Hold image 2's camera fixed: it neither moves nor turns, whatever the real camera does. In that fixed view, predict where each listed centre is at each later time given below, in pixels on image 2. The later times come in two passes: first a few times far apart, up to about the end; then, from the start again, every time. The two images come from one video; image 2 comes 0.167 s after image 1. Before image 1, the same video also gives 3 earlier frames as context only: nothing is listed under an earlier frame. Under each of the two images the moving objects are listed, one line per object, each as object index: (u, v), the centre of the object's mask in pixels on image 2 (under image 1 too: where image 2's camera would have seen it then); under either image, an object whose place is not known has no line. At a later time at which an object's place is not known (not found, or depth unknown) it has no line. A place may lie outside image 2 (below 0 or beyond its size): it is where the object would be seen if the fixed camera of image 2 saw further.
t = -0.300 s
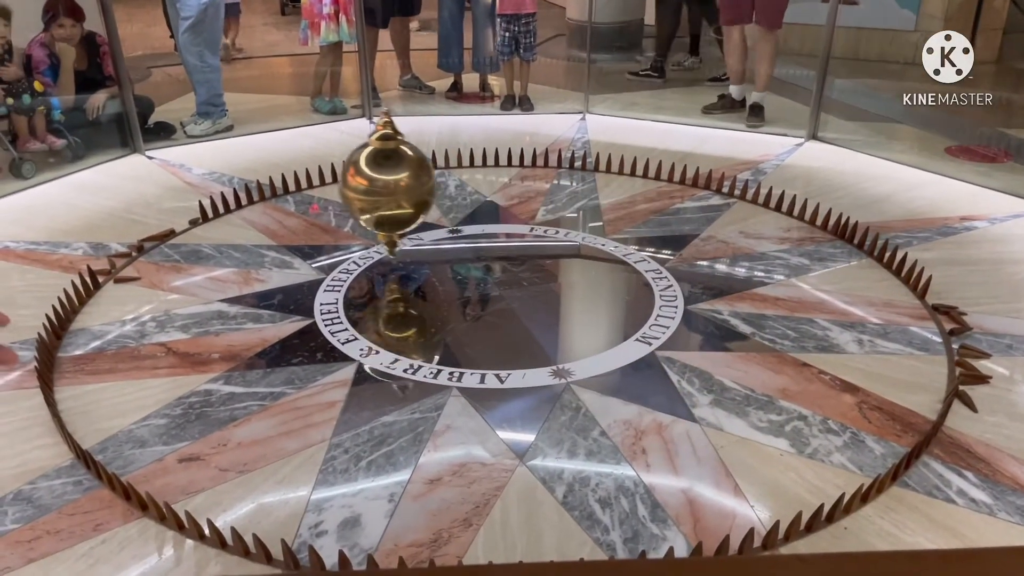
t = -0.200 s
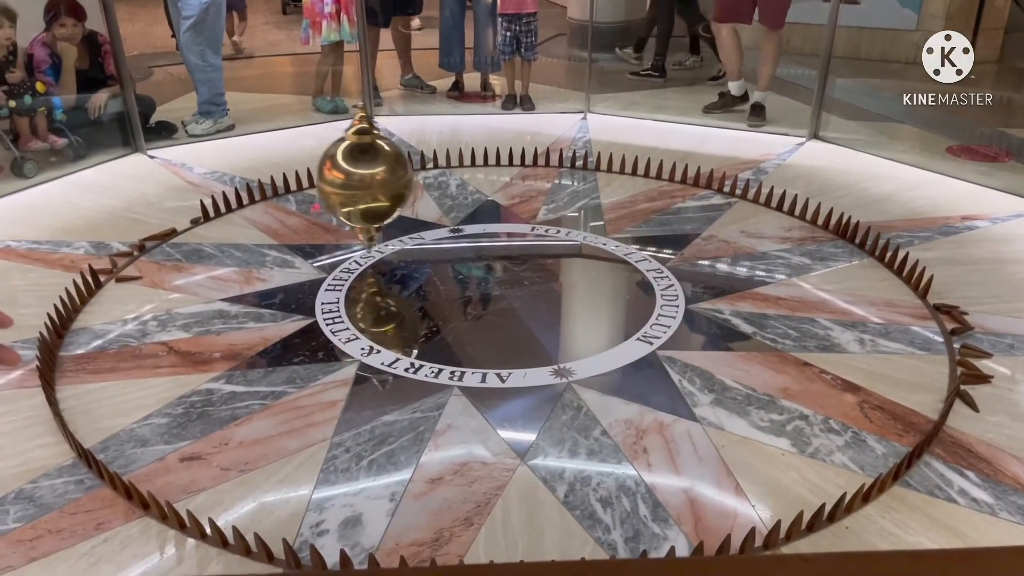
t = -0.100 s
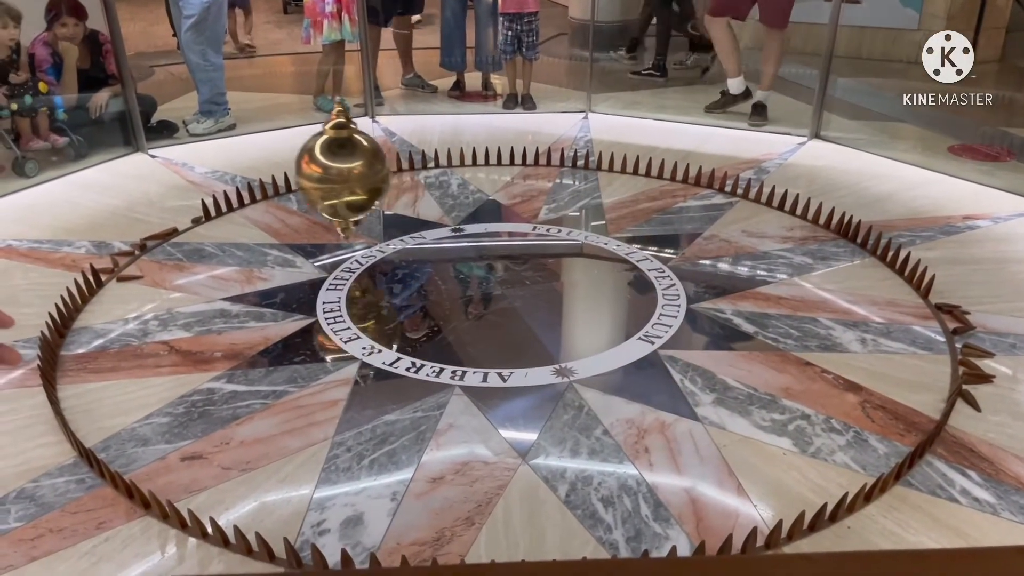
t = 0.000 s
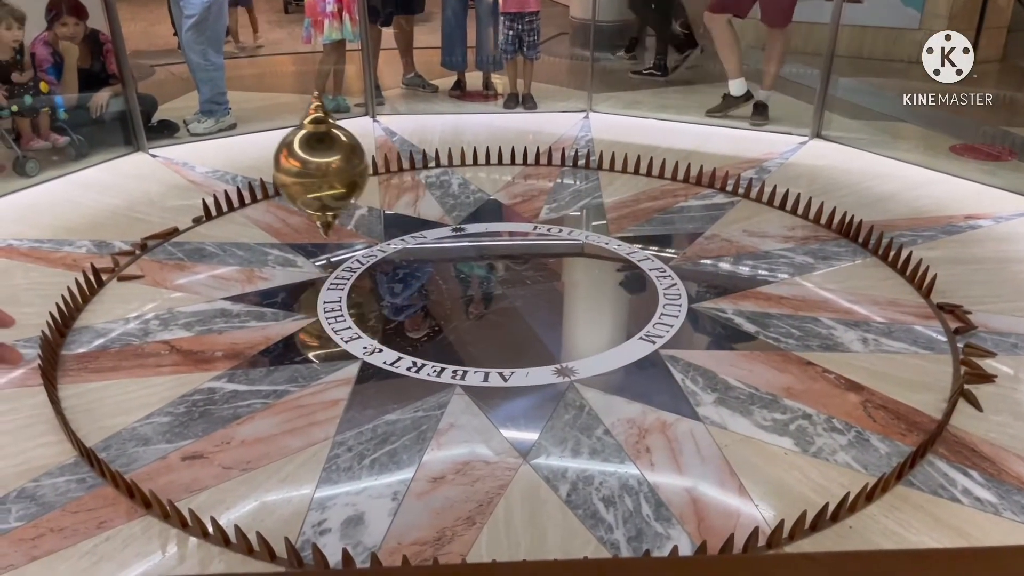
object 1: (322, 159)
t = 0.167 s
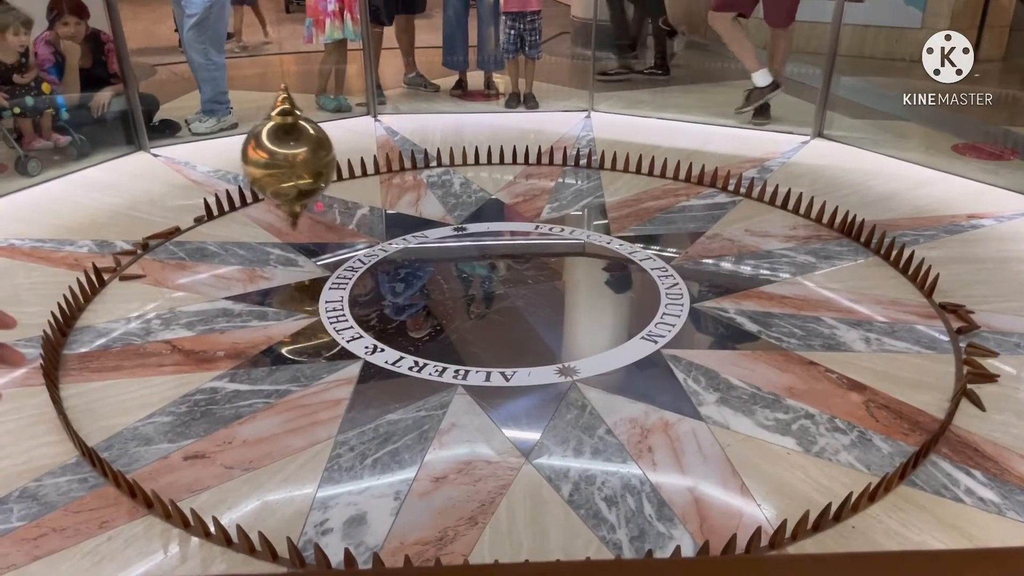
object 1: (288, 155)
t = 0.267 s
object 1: (269, 151)
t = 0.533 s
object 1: (226, 140)
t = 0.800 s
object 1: (193, 132)
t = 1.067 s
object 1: (171, 126)
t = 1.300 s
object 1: (160, 124)
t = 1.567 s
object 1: (159, 127)
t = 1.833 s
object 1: (168, 130)
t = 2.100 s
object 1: (188, 135)
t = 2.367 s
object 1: (218, 142)
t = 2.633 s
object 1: (259, 154)
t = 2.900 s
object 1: (310, 166)
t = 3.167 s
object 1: (369, 179)
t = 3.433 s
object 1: (438, 191)
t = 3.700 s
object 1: (515, 197)
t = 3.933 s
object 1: (589, 211)
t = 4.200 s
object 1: (677, 224)
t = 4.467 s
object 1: (765, 238)
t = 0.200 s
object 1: (281, 154)
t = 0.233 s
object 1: (275, 152)
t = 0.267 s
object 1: (269, 151)
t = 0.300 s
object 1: (263, 149)
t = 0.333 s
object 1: (258, 148)
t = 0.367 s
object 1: (251, 147)
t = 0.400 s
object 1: (246, 145)
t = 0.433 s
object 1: (241, 145)
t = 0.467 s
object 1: (235, 143)
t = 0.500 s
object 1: (230, 142)
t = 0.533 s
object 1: (226, 140)
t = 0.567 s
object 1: (221, 140)
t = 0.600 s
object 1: (216, 138)
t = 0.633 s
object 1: (212, 137)
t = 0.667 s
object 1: (208, 136)
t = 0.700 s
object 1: (204, 135)
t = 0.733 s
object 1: (200, 134)
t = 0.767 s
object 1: (196, 133)
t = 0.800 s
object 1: (193, 132)
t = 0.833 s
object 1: (189, 131)
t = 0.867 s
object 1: (186, 130)
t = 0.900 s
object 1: (183, 130)
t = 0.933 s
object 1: (181, 130)
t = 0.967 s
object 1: (178, 128)
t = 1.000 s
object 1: (175, 128)
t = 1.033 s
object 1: (173, 127)
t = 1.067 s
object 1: (171, 126)
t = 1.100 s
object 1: (169, 126)
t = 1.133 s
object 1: (167, 125)
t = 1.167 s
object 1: (165, 125)
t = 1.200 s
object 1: (164, 125)
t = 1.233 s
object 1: (162, 125)
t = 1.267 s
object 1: (161, 124)
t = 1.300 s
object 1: (160, 124)
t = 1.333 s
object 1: (159, 124)
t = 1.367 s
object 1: (158, 124)
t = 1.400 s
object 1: (158, 124)
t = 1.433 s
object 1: (158, 124)
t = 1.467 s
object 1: (158, 127)
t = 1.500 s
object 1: (158, 127)
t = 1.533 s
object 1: (158, 127)
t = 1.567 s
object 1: (159, 127)
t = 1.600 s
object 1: (159, 128)
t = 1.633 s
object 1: (160, 128)
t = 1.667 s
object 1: (161, 128)
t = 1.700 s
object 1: (162, 128)
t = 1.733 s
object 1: (163, 129)
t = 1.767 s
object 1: (164, 129)
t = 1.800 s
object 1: (166, 129)
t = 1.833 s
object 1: (168, 130)
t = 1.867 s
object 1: (170, 130)
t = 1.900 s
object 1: (172, 131)
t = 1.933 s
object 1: (174, 132)
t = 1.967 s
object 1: (177, 132)
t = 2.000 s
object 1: (179, 133)
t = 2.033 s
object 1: (182, 134)
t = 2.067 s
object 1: (185, 134)
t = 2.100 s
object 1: (188, 135)
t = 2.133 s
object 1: (191, 136)
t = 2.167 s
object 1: (194, 137)
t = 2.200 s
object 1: (198, 138)
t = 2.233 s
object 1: (201, 138)
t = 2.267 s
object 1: (205, 140)
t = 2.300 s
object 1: (209, 140)
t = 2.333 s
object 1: (213, 141)
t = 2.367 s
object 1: (218, 142)
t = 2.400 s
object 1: (222, 143)
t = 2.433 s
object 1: (227, 145)
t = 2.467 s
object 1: (232, 147)
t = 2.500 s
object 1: (237, 149)
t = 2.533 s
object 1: (243, 150)
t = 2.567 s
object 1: (248, 151)
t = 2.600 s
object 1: (254, 152)
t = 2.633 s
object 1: (259, 154)
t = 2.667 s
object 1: (265, 155)
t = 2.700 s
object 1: (271, 157)
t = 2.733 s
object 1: (277, 159)
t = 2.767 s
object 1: (284, 160)
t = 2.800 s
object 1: (290, 161)
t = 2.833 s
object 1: (296, 162)
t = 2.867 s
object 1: (303, 165)
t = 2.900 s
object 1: (310, 166)
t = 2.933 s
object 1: (317, 167)
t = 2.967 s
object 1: (324, 169)
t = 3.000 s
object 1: (331, 170)
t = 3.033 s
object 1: (338, 171)
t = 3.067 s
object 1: (345, 173)
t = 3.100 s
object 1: (353, 174)
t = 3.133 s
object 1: (361, 177)
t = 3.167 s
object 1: (369, 179)
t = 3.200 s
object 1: (377, 180)
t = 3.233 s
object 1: (386, 182)
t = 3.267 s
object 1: (394, 183)
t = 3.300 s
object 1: (403, 184)
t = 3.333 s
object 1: (411, 186)
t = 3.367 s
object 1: (420, 187)
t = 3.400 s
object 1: (429, 189)
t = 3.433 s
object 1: (438, 191)
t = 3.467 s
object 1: (447, 195)
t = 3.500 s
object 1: (456, 194)
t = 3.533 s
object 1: (466, 197)
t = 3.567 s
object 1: (475, 199)
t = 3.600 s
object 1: (485, 200)
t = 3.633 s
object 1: (494, 194)
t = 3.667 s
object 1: (505, 195)
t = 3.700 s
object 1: (515, 197)
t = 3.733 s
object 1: (525, 198)
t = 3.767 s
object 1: (535, 200)
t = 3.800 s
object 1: (546, 203)
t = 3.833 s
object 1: (556, 204)
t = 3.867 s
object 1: (567, 206)
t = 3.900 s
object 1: (578, 208)
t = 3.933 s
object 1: (589, 211)
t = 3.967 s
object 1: (599, 212)
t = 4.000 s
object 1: (611, 214)
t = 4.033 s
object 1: (622, 215)
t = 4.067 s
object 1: (633, 219)
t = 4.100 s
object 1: (644, 221)
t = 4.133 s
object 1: (655, 220)
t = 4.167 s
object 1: (666, 222)
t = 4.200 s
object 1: (677, 224)
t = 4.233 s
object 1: (688, 226)
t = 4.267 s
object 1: (700, 228)
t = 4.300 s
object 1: (711, 229)
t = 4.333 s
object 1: (722, 230)
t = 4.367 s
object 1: (733, 232)
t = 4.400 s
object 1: (744, 234)
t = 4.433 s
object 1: (755, 235)
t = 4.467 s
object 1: (765, 238)
